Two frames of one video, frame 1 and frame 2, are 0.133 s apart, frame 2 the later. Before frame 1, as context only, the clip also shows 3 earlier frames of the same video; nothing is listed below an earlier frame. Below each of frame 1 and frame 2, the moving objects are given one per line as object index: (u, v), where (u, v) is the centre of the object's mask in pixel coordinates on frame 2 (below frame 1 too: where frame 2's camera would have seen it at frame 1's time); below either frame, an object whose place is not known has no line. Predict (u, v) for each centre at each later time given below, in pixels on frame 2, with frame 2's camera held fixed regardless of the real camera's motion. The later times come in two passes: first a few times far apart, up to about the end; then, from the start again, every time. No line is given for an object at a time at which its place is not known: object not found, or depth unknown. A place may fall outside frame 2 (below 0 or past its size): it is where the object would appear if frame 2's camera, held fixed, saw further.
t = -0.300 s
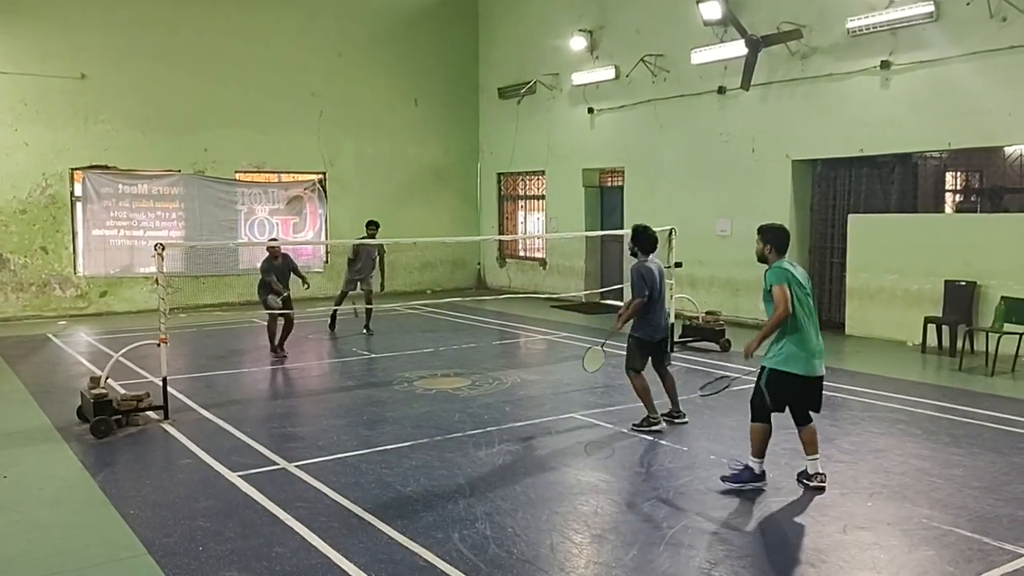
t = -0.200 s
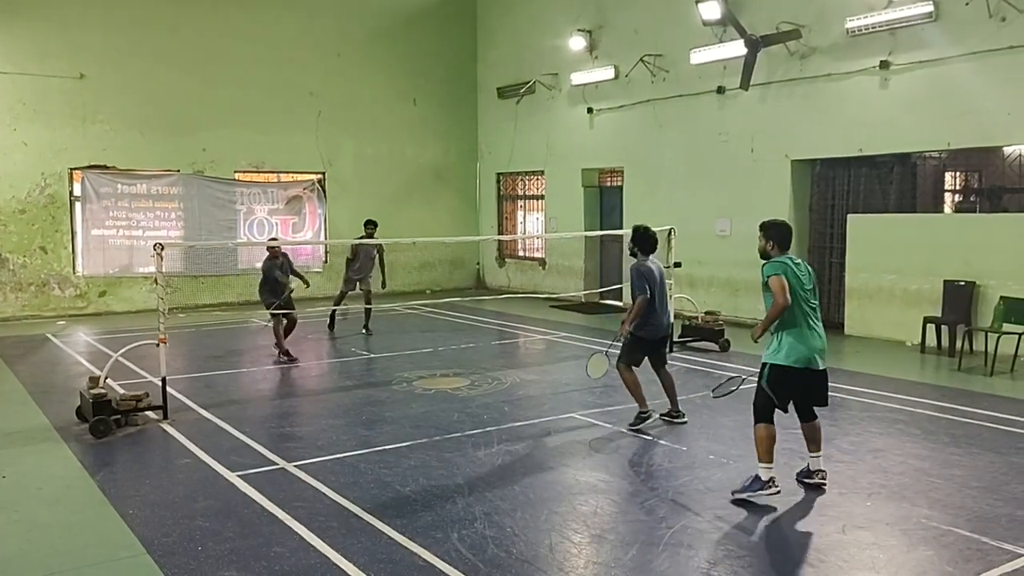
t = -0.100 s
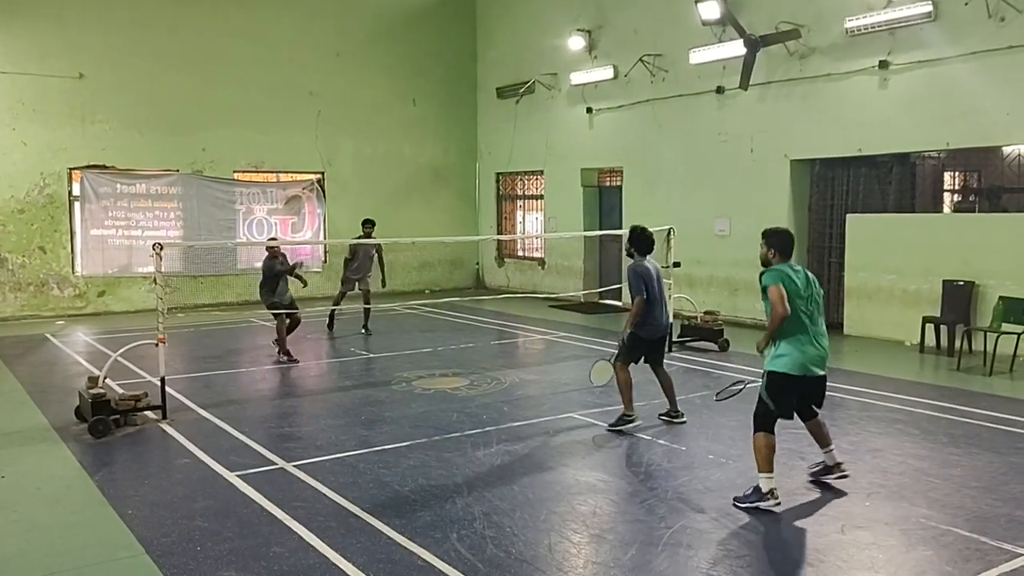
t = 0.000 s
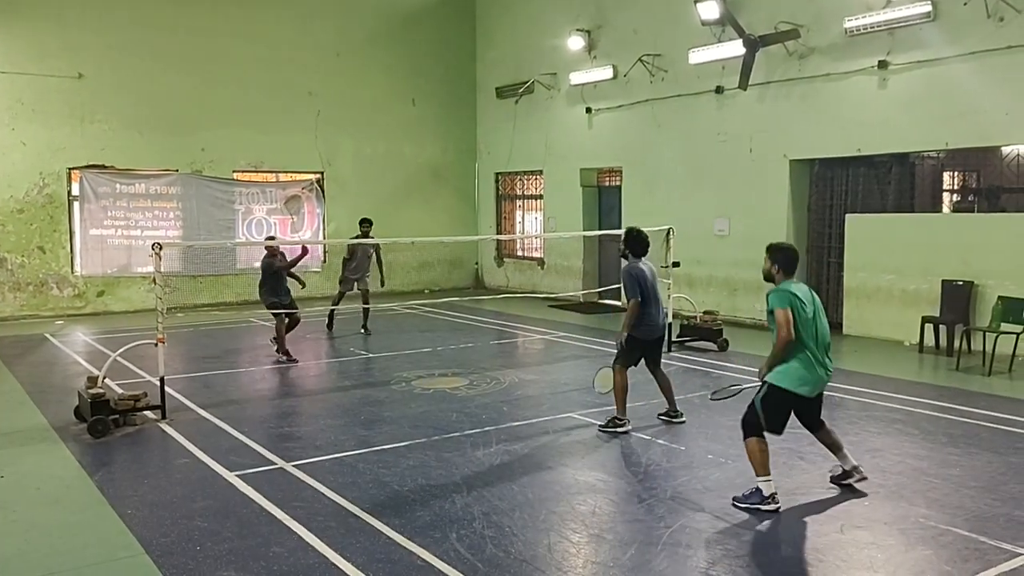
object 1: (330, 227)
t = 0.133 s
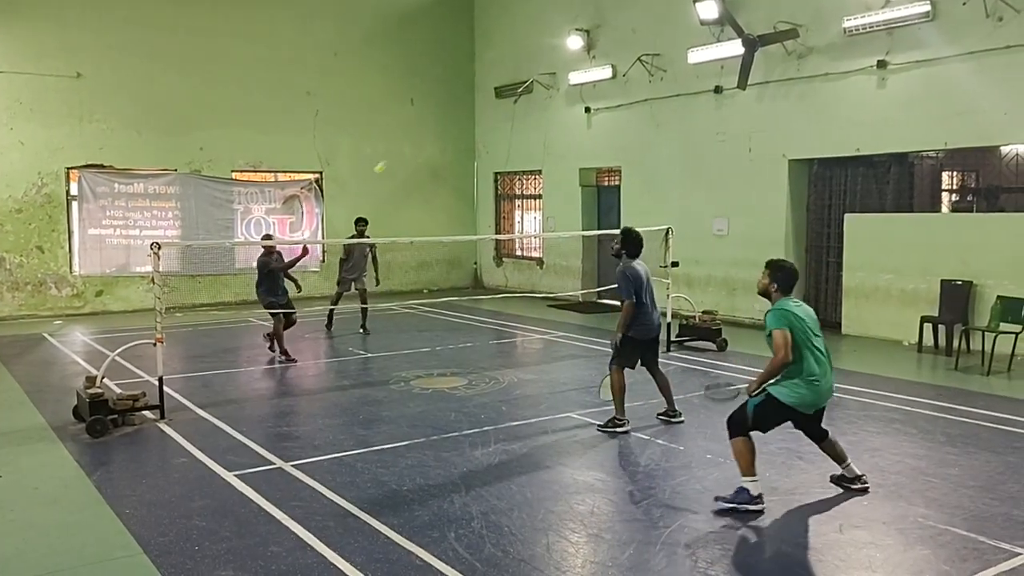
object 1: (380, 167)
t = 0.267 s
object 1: (430, 127)
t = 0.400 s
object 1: (482, 111)
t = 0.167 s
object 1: (392, 155)
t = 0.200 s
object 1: (404, 145)
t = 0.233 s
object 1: (417, 135)
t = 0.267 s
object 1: (430, 127)
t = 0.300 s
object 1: (442, 121)
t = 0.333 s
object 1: (455, 115)
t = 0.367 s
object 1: (468, 112)
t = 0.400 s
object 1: (482, 111)
